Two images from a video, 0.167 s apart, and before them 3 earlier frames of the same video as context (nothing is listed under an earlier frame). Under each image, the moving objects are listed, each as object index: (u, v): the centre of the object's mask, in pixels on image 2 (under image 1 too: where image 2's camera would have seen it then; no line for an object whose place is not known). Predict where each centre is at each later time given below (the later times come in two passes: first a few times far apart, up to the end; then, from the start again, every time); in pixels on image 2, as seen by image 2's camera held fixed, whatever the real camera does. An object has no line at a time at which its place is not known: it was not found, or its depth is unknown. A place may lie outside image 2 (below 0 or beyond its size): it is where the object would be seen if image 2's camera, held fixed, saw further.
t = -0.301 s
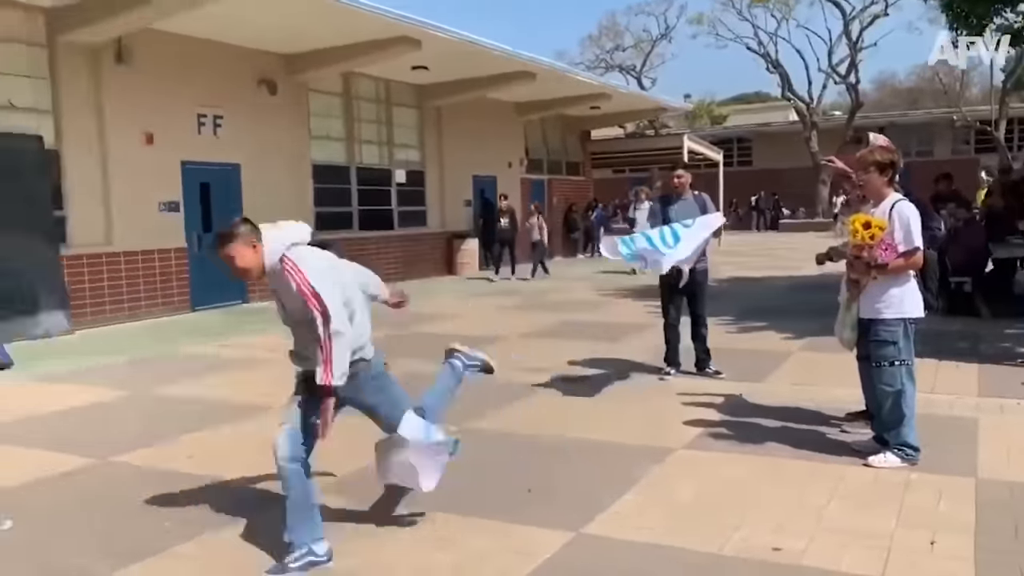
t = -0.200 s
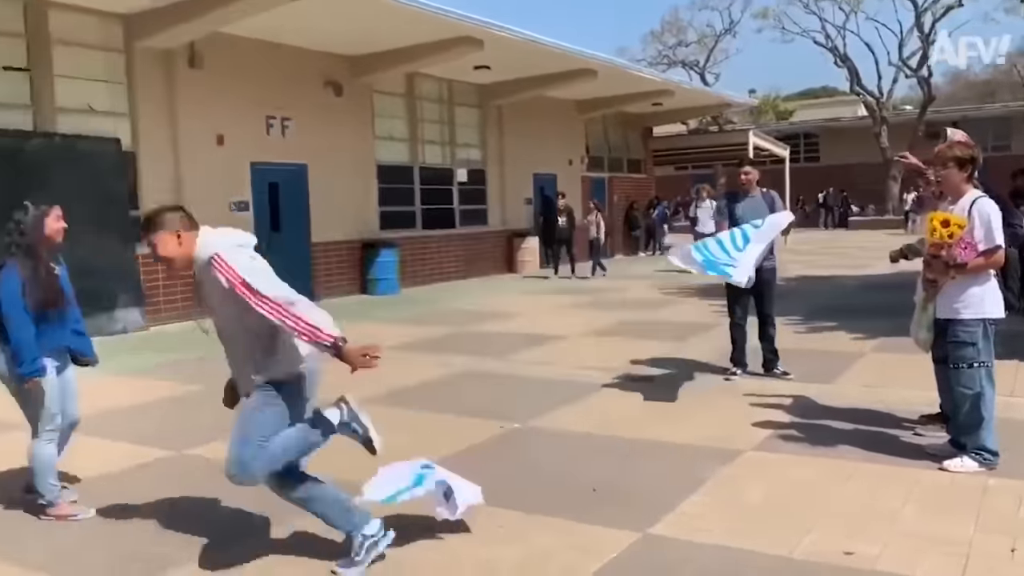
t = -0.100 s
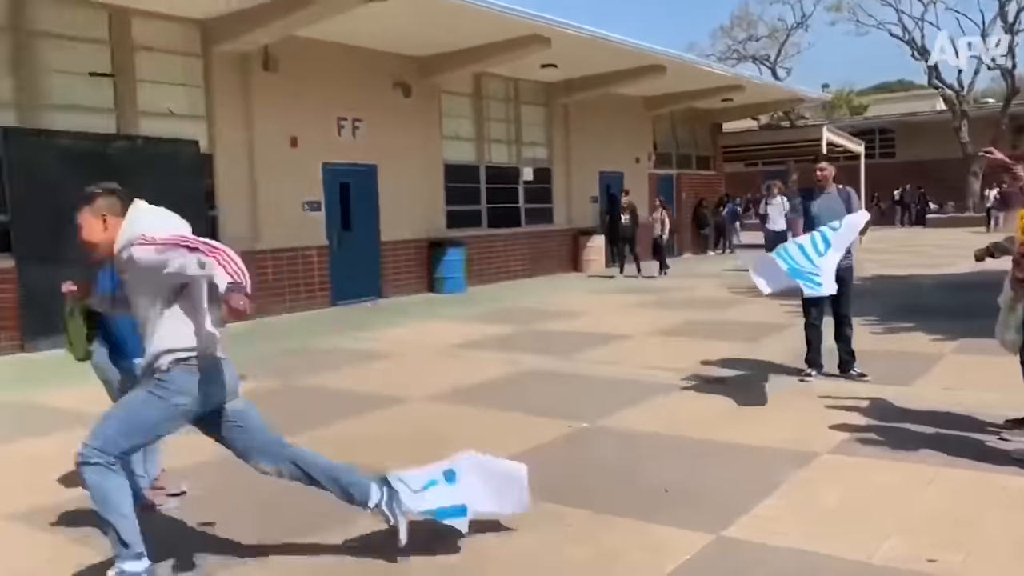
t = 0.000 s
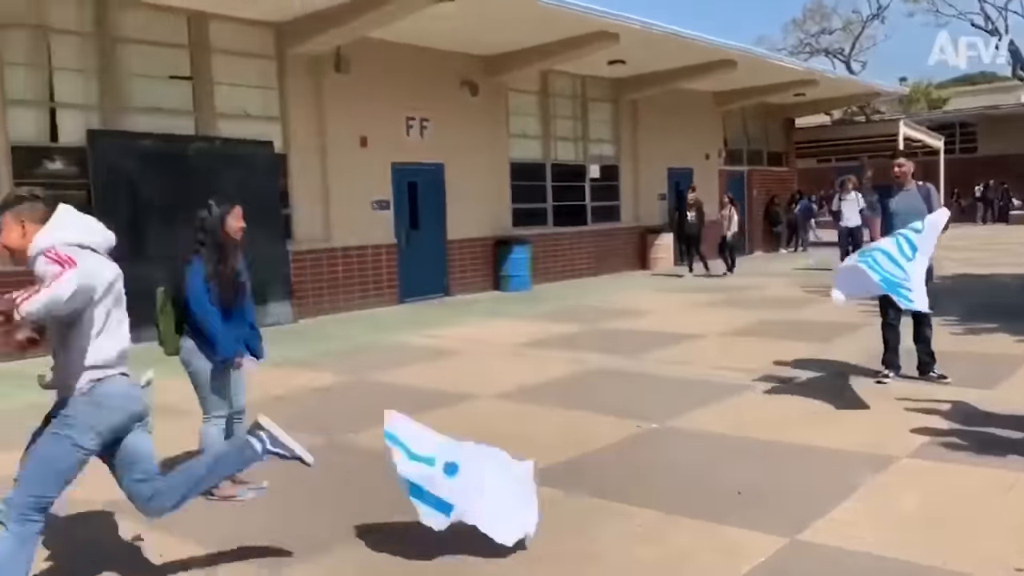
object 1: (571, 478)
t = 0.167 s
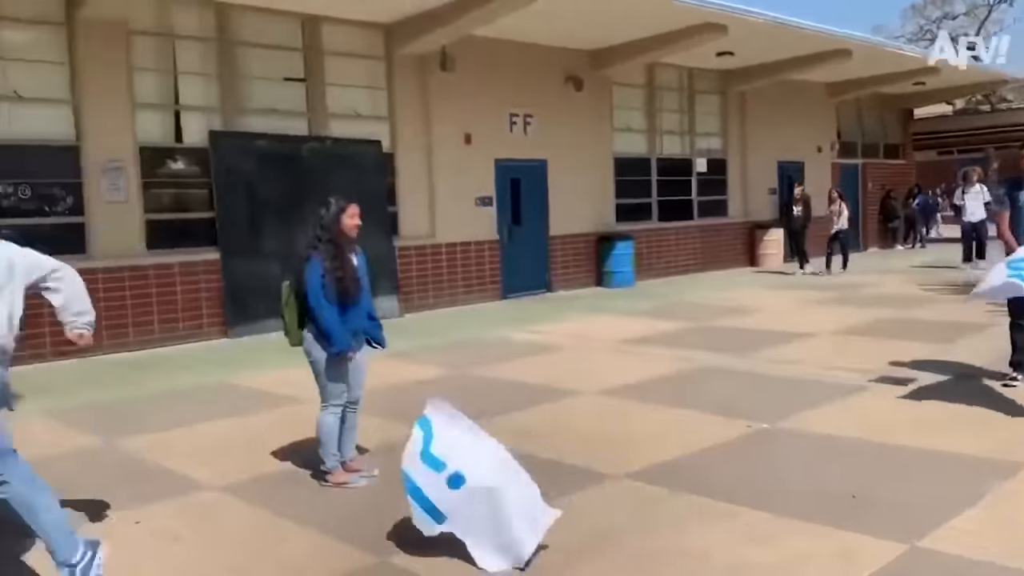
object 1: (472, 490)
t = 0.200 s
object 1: (458, 493)
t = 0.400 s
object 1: (412, 514)
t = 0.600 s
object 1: (422, 511)
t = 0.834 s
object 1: (411, 512)
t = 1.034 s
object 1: (386, 533)
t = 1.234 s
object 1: (376, 542)
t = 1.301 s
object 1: (375, 543)
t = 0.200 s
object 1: (458, 493)
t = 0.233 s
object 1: (447, 499)
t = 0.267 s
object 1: (440, 503)
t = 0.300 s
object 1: (433, 506)
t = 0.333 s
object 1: (426, 509)
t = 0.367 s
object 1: (418, 510)
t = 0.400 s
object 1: (412, 514)
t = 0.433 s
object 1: (413, 515)
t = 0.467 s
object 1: (414, 512)
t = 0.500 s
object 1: (415, 511)
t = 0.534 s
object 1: (418, 512)
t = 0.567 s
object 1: (420, 512)
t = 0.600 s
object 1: (422, 511)
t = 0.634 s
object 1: (422, 509)
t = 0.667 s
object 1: (422, 509)
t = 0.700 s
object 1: (420, 508)
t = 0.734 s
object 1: (419, 507)
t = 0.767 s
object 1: (417, 507)
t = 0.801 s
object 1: (414, 509)
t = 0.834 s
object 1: (411, 512)
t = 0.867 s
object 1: (407, 515)
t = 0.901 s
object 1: (404, 518)
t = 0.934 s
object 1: (398, 522)
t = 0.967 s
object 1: (394, 525)
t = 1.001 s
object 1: (390, 530)
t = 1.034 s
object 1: (386, 533)
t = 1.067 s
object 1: (382, 536)
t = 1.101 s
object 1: (380, 538)
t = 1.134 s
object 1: (378, 540)
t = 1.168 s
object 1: (376, 541)
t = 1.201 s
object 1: (376, 542)
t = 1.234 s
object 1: (376, 542)
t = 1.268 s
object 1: (376, 543)
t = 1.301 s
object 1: (375, 543)
